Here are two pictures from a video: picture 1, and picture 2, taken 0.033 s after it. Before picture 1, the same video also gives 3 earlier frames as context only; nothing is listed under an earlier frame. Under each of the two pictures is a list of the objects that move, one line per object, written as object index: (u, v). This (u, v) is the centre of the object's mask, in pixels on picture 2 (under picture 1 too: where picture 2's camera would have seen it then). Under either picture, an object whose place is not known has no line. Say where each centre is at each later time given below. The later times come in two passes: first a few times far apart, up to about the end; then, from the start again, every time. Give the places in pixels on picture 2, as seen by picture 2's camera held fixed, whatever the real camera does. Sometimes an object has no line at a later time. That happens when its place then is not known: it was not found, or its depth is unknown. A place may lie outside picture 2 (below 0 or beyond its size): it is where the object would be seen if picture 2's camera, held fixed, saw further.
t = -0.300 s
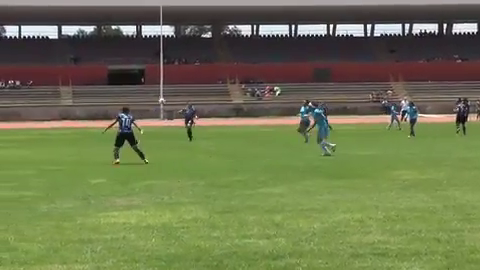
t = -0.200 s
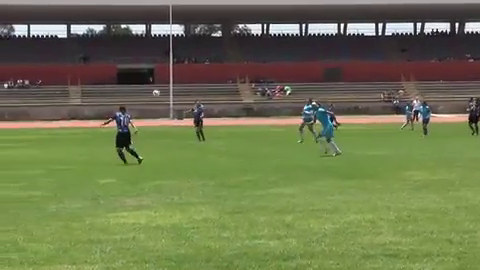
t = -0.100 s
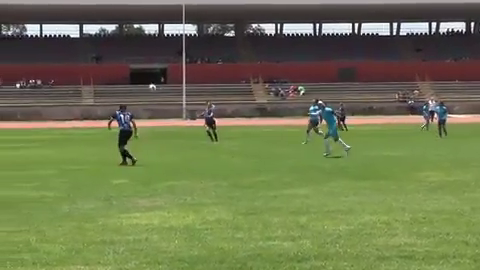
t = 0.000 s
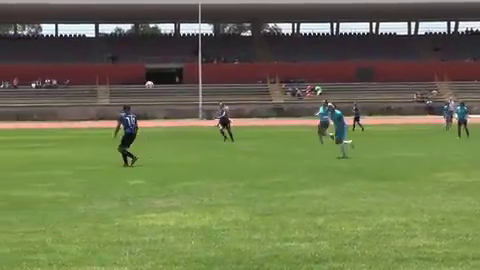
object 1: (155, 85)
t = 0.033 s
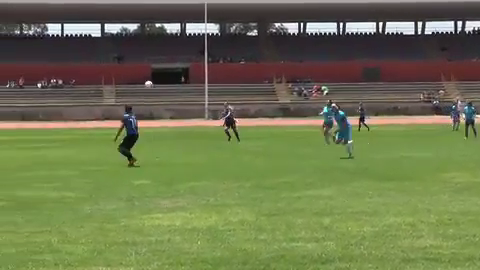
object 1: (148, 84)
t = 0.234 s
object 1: (101, 88)
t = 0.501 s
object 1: (18, 122)
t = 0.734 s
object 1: (-70, 173)
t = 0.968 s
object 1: (-161, 162)
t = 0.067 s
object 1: (141, 83)
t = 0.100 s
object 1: (134, 83)
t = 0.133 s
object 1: (126, 84)
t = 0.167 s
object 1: (118, 86)
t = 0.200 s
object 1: (110, 86)
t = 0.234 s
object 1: (101, 88)
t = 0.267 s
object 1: (92, 91)
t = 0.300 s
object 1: (83, 93)
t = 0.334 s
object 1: (73, 97)
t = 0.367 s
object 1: (63, 101)
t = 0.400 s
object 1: (53, 106)
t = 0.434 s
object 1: (41, 110)
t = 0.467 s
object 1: (30, 116)
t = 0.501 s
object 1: (18, 122)
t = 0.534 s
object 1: (7, 131)
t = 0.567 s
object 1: (-6, 139)
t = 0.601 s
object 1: (-18, 149)
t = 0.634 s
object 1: (-31, 159)
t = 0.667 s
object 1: (-45, 171)
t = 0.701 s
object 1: (-58, 177)
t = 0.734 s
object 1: (-70, 173)
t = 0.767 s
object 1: (-82, 169)
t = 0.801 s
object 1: (-94, 166)
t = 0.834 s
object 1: (-107, 164)
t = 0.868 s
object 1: (-119, 163)
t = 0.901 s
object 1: (-134, 162)
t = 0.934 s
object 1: (-148, 161)
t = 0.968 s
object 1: (-161, 162)
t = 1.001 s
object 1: (-175, 164)
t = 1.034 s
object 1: (-190, 166)
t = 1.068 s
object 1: (-206, 168)
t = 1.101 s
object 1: (-220, 174)
